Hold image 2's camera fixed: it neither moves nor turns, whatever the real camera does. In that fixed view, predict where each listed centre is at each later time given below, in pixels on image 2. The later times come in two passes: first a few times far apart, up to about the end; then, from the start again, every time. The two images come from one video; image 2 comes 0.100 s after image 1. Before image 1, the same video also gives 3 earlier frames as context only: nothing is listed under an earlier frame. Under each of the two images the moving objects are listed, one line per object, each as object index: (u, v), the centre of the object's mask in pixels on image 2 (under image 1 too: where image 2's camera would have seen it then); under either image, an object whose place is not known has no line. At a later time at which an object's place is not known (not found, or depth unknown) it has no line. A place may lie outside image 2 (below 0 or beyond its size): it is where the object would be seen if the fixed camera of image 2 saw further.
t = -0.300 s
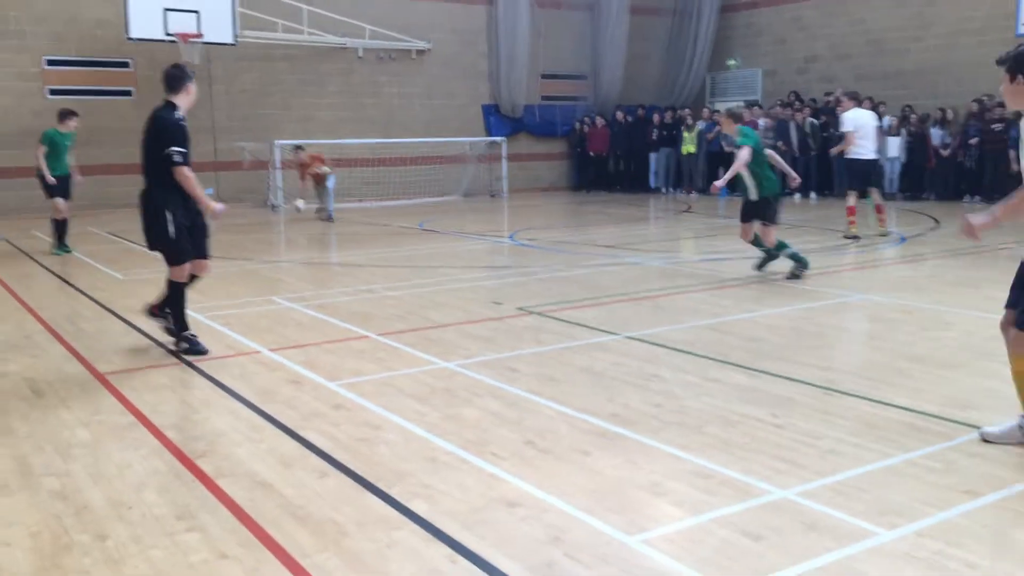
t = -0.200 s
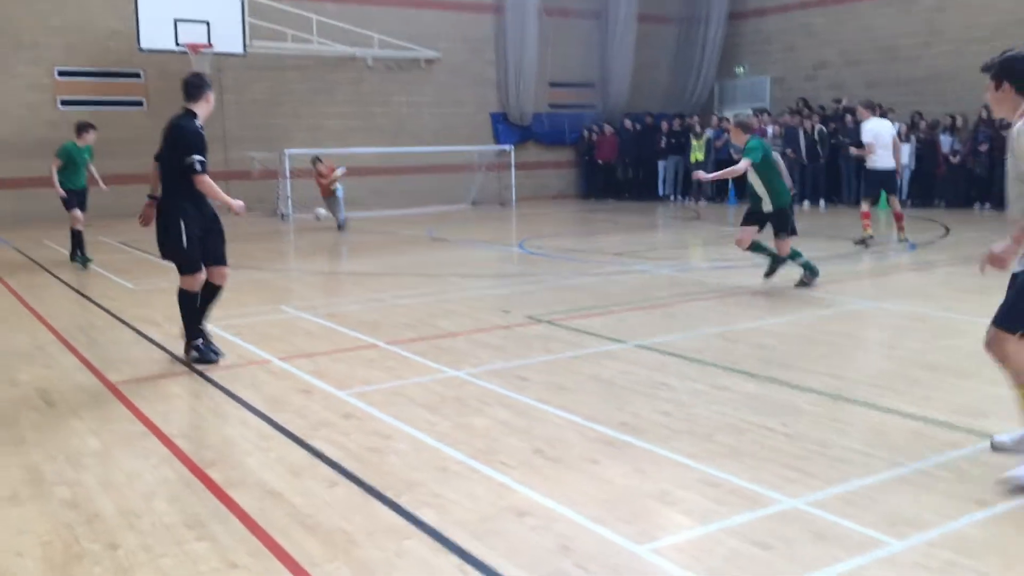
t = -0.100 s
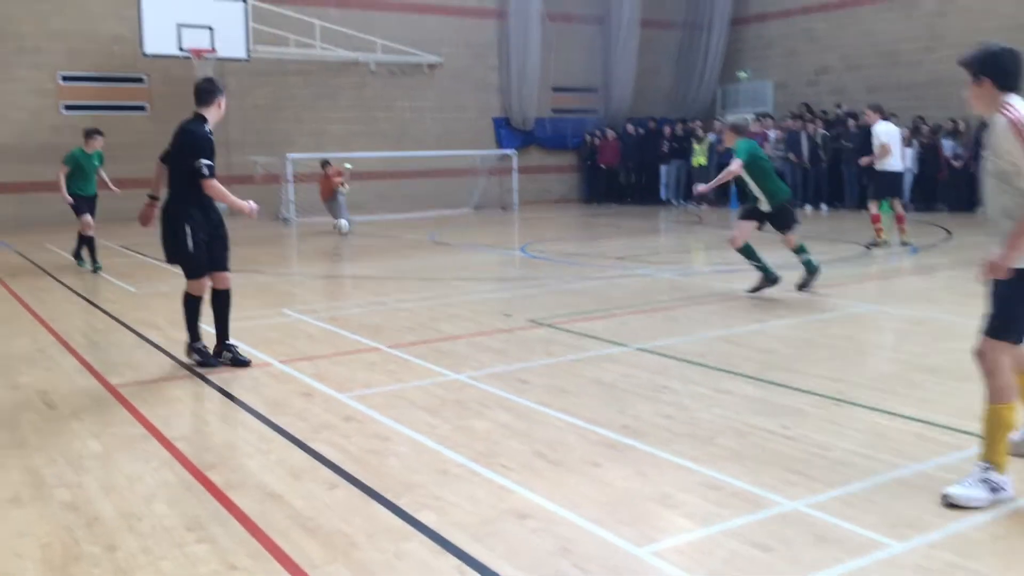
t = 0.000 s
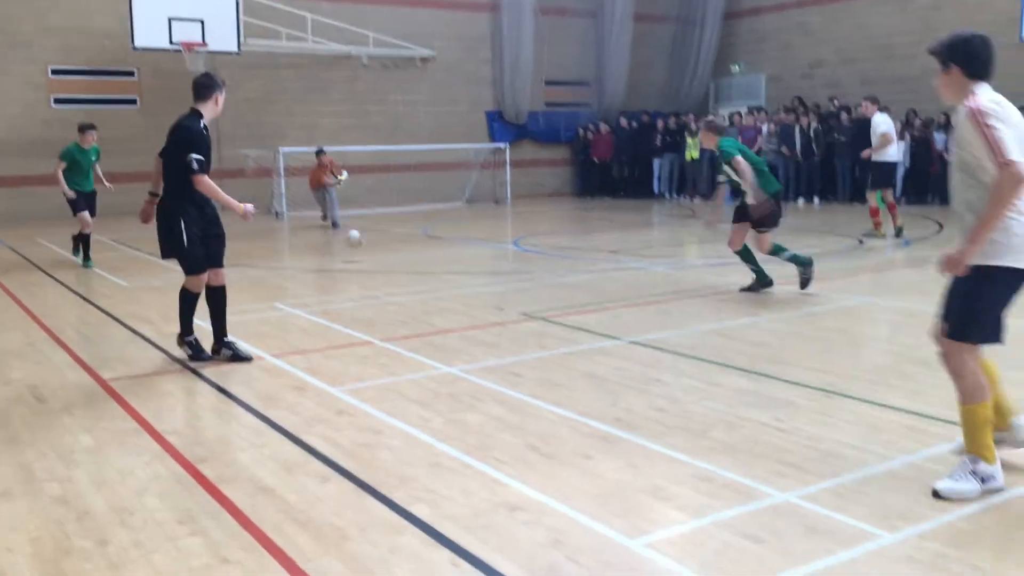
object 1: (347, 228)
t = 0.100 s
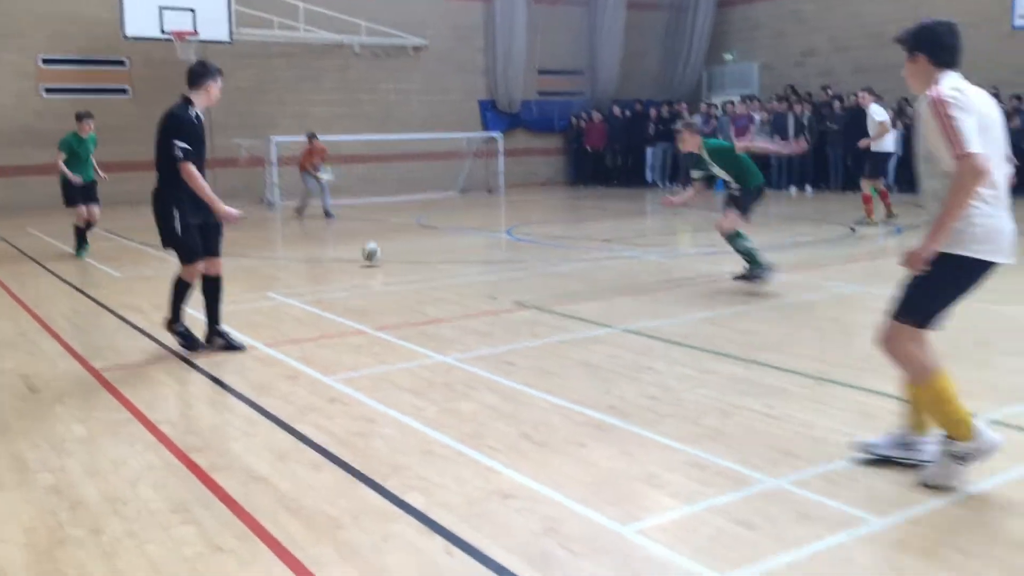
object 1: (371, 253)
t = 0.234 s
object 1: (407, 267)
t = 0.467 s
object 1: (504, 345)
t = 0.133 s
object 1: (379, 254)
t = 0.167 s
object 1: (389, 256)
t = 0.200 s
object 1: (397, 259)
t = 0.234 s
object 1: (407, 267)
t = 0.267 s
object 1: (418, 275)
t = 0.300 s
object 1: (430, 285)
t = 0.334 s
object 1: (443, 300)
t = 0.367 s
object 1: (456, 310)
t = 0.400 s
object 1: (471, 318)
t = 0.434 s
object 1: (488, 328)
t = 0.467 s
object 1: (504, 345)
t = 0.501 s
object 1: (524, 358)
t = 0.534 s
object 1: (544, 369)
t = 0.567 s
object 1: (566, 385)
